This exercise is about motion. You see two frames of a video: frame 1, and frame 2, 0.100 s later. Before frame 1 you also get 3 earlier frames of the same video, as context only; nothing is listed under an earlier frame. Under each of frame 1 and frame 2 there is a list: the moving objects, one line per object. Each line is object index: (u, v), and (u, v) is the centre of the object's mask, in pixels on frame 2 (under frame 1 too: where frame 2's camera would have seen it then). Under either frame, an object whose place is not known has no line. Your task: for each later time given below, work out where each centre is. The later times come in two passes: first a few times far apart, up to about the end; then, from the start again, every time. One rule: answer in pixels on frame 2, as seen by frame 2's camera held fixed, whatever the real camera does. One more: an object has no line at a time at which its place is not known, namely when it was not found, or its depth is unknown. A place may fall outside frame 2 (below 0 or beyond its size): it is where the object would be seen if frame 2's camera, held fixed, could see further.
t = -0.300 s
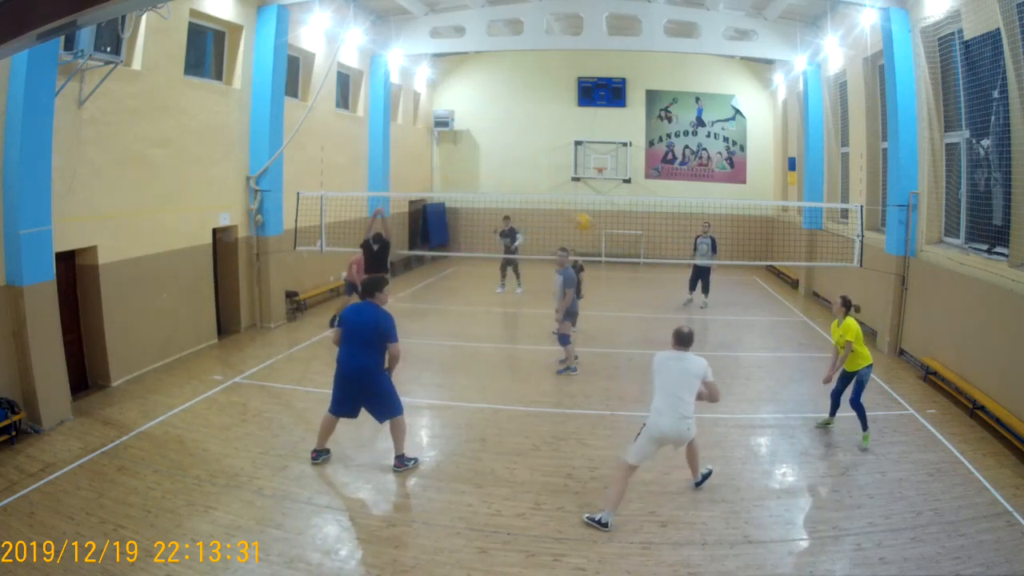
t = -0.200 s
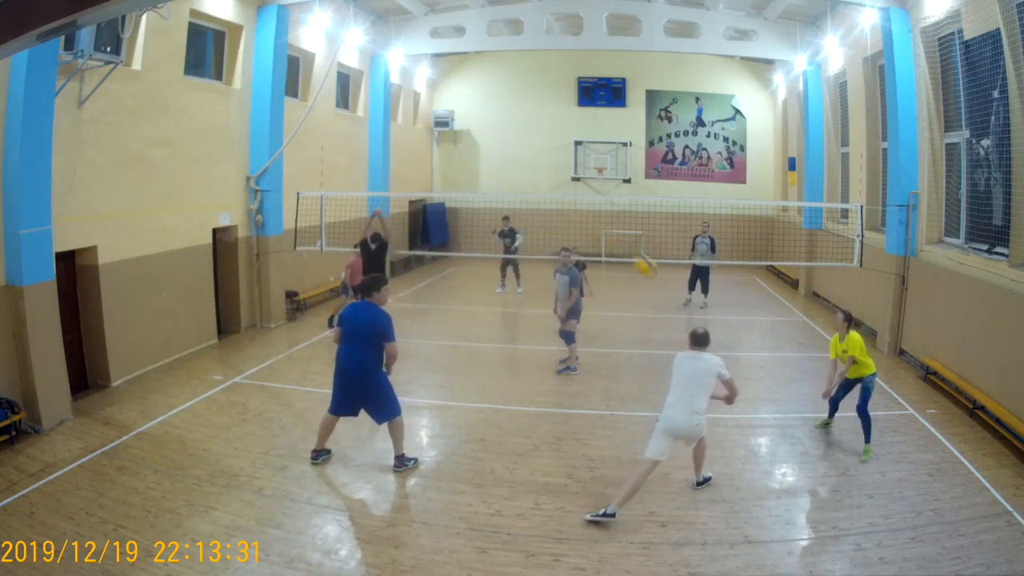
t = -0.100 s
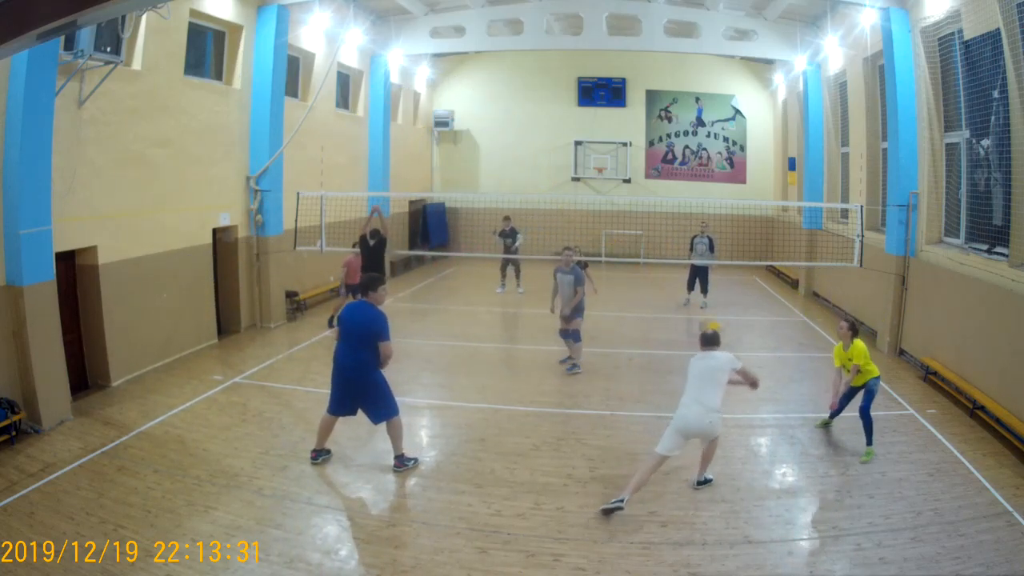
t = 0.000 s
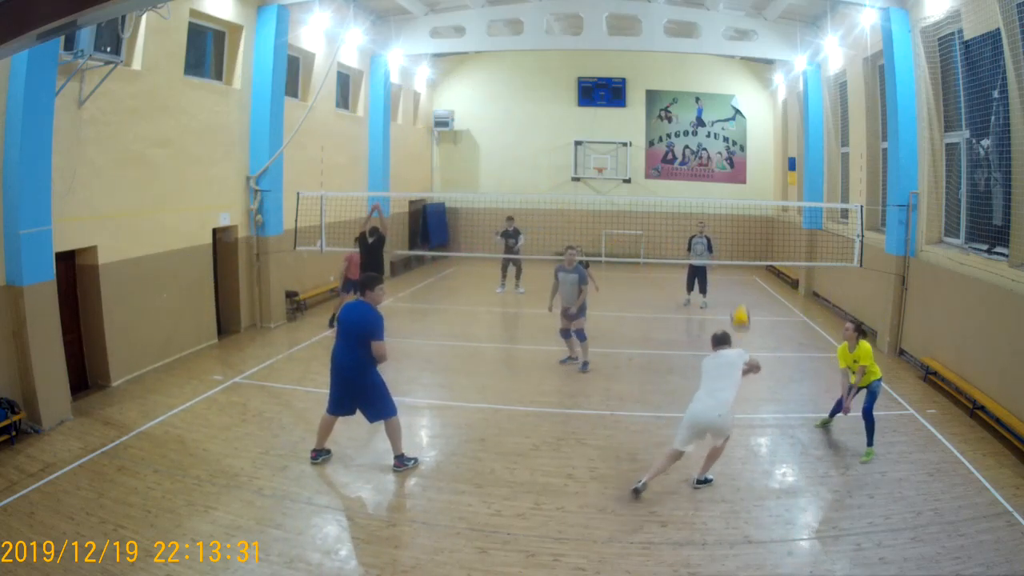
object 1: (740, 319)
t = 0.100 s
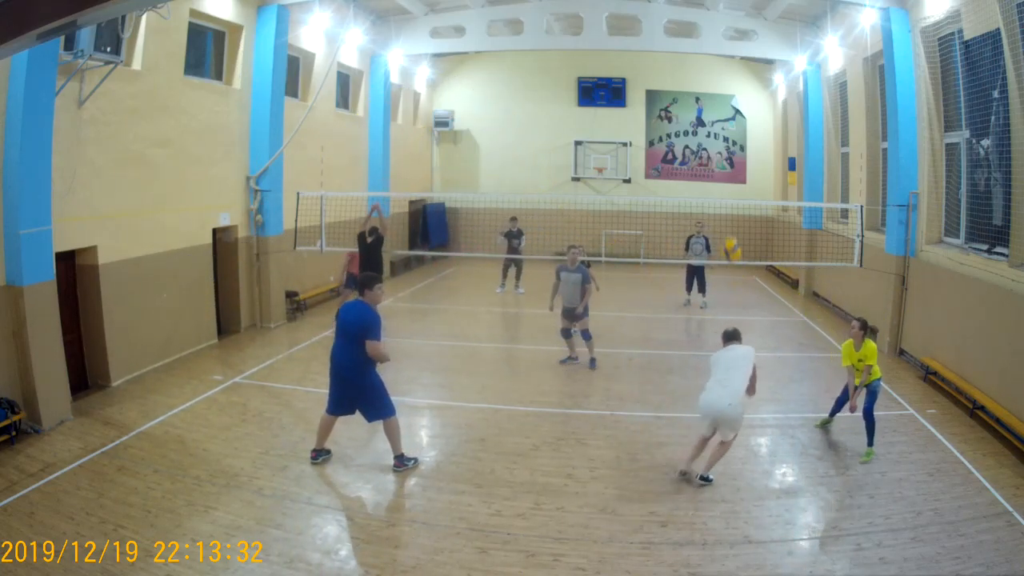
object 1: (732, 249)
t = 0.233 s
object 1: (716, 180)
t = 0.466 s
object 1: (692, 115)
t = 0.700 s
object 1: (671, 98)
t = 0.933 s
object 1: (655, 121)
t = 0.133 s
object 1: (727, 229)
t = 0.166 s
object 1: (723, 215)
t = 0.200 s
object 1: (720, 197)
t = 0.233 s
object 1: (716, 180)
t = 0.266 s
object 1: (713, 169)
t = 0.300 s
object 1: (709, 157)
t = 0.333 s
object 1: (706, 145)
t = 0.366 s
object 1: (701, 135)
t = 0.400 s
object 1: (698, 127)
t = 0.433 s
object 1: (695, 120)
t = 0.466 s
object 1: (692, 115)
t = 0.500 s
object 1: (689, 110)
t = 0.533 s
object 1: (686, 105)
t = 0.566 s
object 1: (682, 102)
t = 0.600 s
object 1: (680, 100)
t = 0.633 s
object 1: (677, 98)
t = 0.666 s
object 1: (674, 98)
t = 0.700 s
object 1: (671, 98)
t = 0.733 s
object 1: (669, 99)
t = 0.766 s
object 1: (666, 101)
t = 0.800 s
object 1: (664, 104)
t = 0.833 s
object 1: (662, 107)
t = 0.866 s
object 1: (659, 111)
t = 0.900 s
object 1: (657, 116)
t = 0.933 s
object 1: (655, 121)
